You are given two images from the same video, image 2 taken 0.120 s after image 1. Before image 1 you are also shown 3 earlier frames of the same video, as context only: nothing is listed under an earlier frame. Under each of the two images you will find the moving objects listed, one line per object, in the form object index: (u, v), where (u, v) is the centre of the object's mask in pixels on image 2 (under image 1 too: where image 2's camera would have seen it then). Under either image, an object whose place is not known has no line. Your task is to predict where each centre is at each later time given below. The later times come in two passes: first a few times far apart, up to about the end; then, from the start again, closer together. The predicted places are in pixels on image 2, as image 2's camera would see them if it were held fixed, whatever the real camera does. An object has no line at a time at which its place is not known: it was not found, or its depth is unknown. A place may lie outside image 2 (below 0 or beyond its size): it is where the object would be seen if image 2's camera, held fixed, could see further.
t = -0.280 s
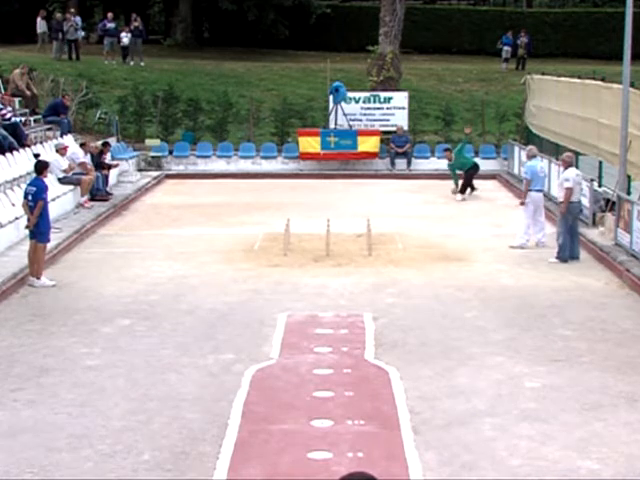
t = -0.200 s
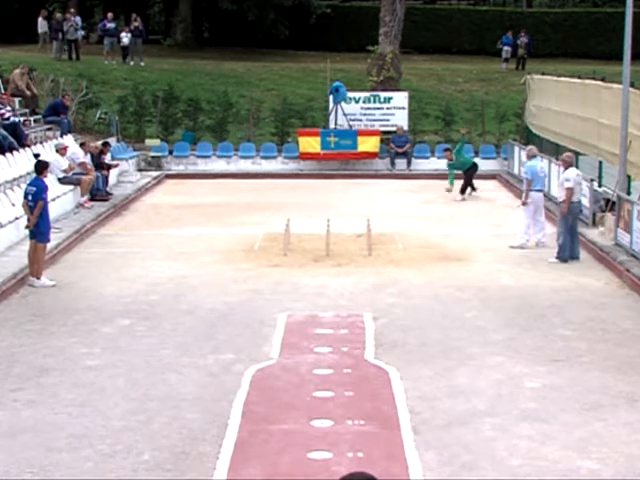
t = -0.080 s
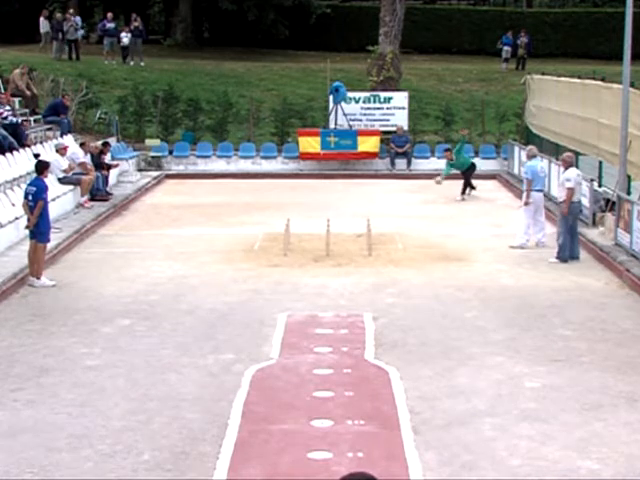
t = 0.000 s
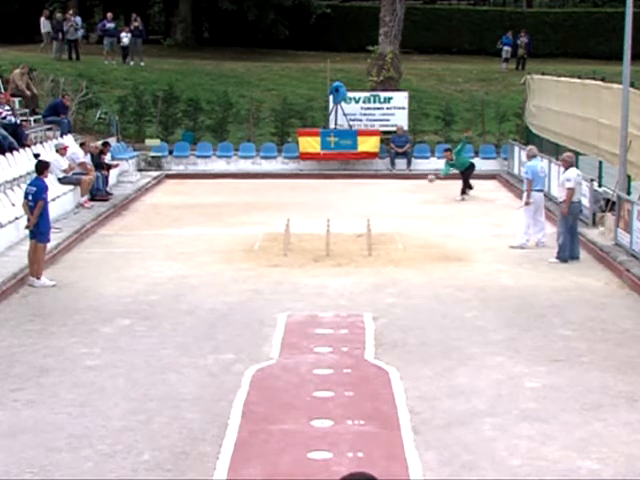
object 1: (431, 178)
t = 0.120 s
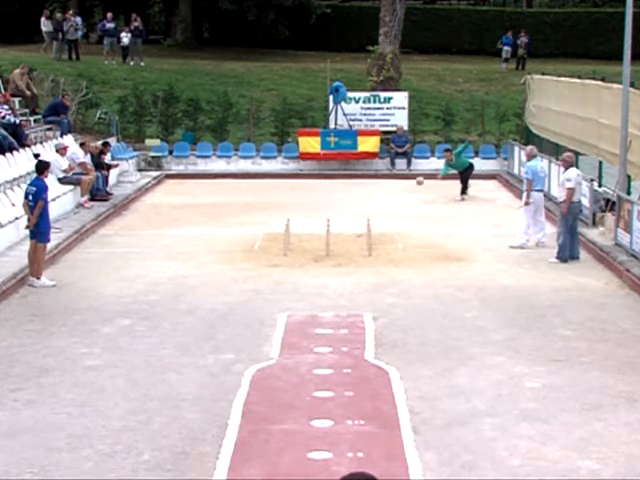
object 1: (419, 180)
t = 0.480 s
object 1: (380, 236)
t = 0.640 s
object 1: (367, 233)
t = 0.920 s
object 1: (356, 248)
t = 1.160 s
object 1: (346, 257)
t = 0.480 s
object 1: (380, 236)
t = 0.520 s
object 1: (379, 236)
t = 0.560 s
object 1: (374, 234)
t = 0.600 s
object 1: (373, 234)
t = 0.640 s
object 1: (367, 233)
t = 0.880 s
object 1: (357, 242)
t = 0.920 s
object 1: (356, 248)
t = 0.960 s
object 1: (354, 253)
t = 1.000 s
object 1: (352, 253)
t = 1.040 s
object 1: (350, 253)
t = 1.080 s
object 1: (349, 255)
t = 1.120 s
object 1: (347, 256)
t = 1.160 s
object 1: (346, 257)
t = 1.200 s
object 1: (344, 257)
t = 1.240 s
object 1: (344, 258)
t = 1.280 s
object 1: (342, 258)
